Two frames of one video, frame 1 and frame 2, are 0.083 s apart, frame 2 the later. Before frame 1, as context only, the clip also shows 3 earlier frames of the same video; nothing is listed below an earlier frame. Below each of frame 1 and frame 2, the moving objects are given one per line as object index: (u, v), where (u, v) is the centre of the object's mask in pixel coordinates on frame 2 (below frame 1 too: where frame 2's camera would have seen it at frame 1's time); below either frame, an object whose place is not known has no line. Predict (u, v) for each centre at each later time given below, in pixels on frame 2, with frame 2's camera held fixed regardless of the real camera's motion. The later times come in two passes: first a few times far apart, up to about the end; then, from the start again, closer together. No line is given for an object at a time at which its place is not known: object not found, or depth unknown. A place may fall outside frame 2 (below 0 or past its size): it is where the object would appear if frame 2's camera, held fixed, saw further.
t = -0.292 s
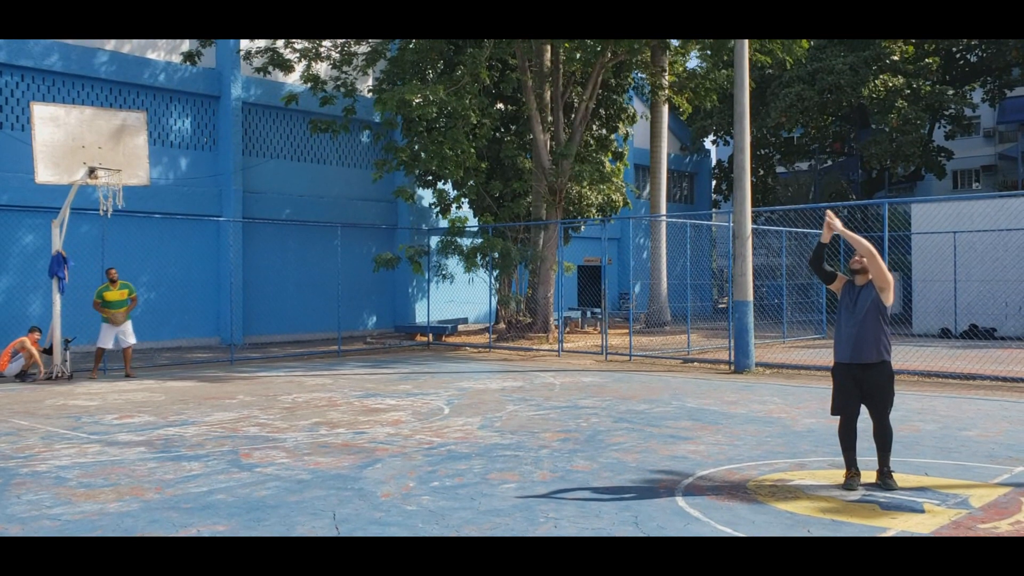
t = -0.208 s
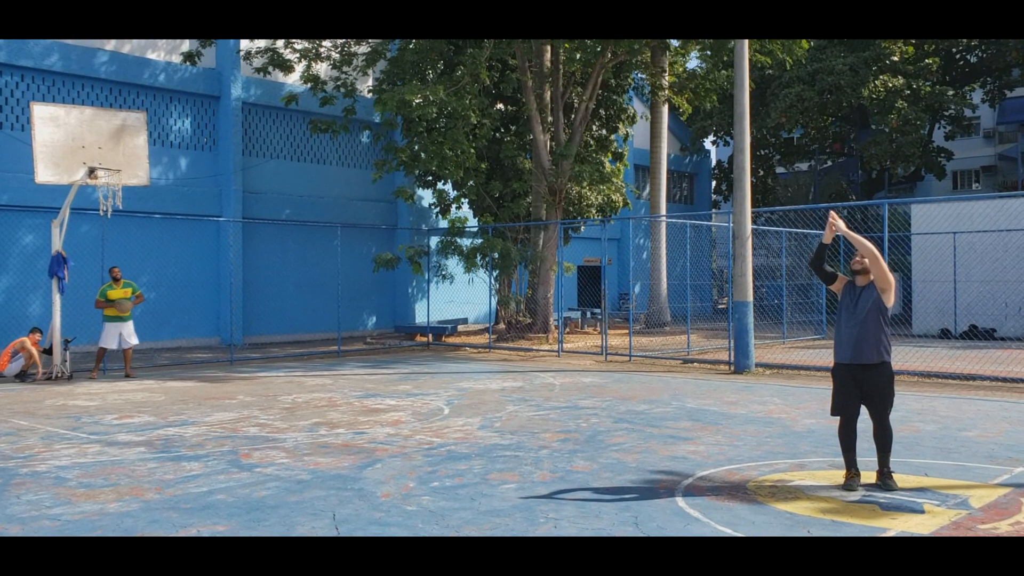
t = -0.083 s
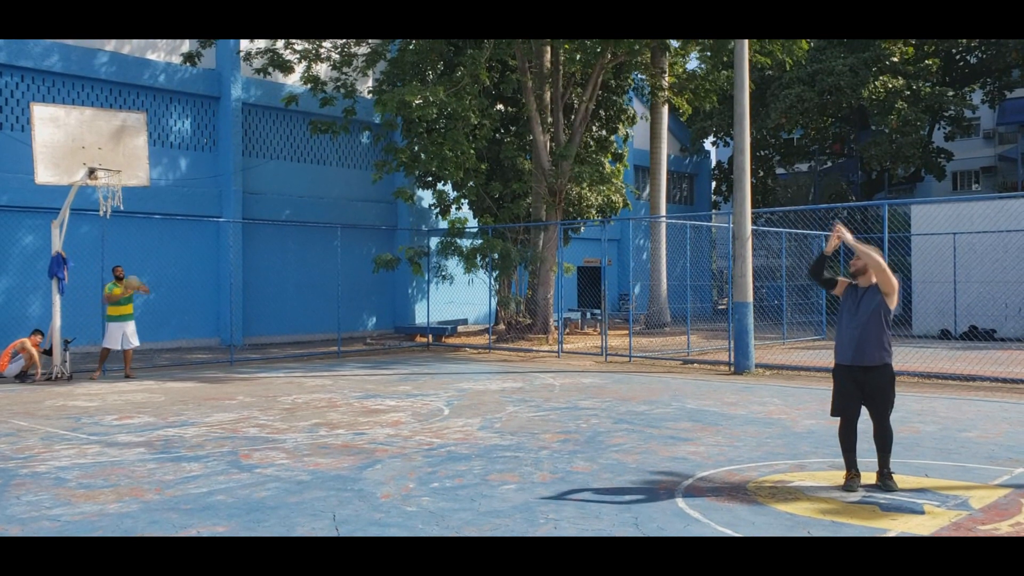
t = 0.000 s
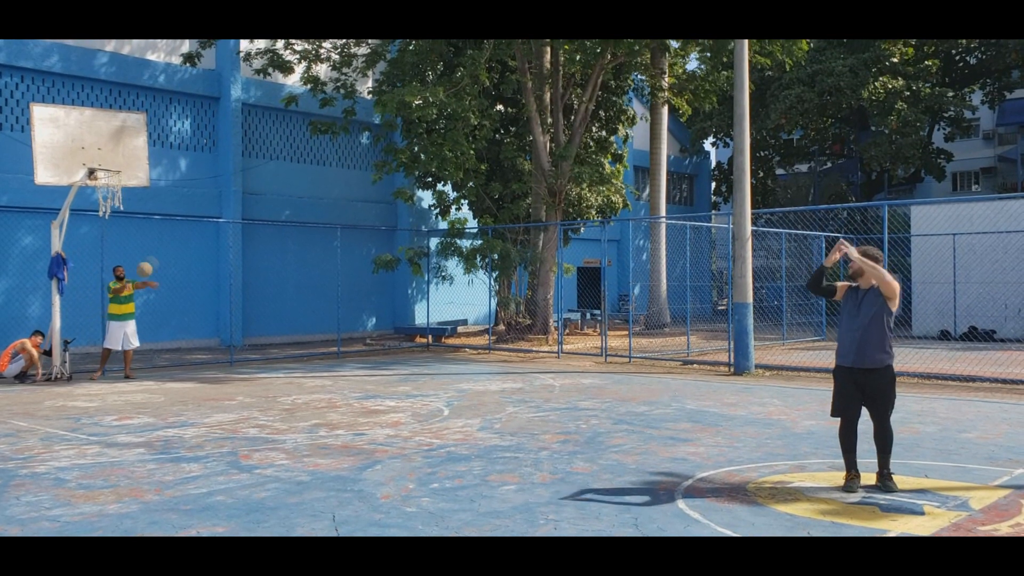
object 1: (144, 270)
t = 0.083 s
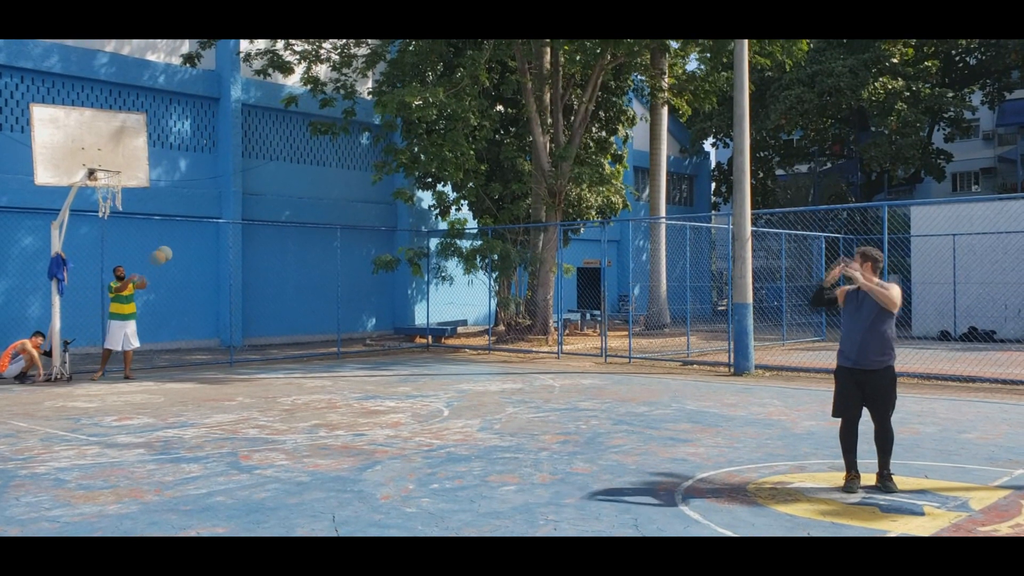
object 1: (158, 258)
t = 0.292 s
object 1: (208, 236)
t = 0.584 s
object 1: (290, 259)
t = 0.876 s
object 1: (384, 347)
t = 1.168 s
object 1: (474, 356)
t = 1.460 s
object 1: (544, 300)
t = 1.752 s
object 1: (631, 341)
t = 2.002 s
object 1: (711, 463)
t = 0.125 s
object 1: (170, 250)
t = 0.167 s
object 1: (178, 245)
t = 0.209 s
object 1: (186, 242)
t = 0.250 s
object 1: (194, 239)
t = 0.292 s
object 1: (208, 236)
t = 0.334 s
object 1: (216, 235)
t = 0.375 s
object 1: (225, 235)
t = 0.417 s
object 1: (236, 237)
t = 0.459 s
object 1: (251, 240)
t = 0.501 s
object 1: (260, 243)
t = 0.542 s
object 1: (270, 248)
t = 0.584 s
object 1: (290, 259)
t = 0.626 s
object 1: (300, 266)
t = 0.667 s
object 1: (311, 274)
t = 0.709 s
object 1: (322, 284)
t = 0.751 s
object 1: (346, 306)
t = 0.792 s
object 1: (358, 319)
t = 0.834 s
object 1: (371, 333)
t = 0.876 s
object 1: (384, 347)
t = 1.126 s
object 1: (466, 368)
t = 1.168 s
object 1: (474, 356)
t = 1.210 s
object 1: (482, 343)
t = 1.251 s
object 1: (492, 333)
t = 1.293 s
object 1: (503, 321)
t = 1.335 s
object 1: (512, 314)
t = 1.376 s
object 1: (519, 309)
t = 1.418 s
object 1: (532, 303)
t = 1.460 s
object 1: (544, 300)
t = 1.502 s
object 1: (554, 299)
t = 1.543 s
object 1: (565, 299)
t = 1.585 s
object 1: (581, 304)
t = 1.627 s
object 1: (591, 309)
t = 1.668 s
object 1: (600, 315)
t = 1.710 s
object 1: (615, 322)
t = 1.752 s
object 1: (631, 341)
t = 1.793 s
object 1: (642, 353)
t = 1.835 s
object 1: (653, 367)
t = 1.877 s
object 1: (663, 383)
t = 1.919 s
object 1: (686, 420)
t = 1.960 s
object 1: (698, 440)
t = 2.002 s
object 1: (711, 463)
